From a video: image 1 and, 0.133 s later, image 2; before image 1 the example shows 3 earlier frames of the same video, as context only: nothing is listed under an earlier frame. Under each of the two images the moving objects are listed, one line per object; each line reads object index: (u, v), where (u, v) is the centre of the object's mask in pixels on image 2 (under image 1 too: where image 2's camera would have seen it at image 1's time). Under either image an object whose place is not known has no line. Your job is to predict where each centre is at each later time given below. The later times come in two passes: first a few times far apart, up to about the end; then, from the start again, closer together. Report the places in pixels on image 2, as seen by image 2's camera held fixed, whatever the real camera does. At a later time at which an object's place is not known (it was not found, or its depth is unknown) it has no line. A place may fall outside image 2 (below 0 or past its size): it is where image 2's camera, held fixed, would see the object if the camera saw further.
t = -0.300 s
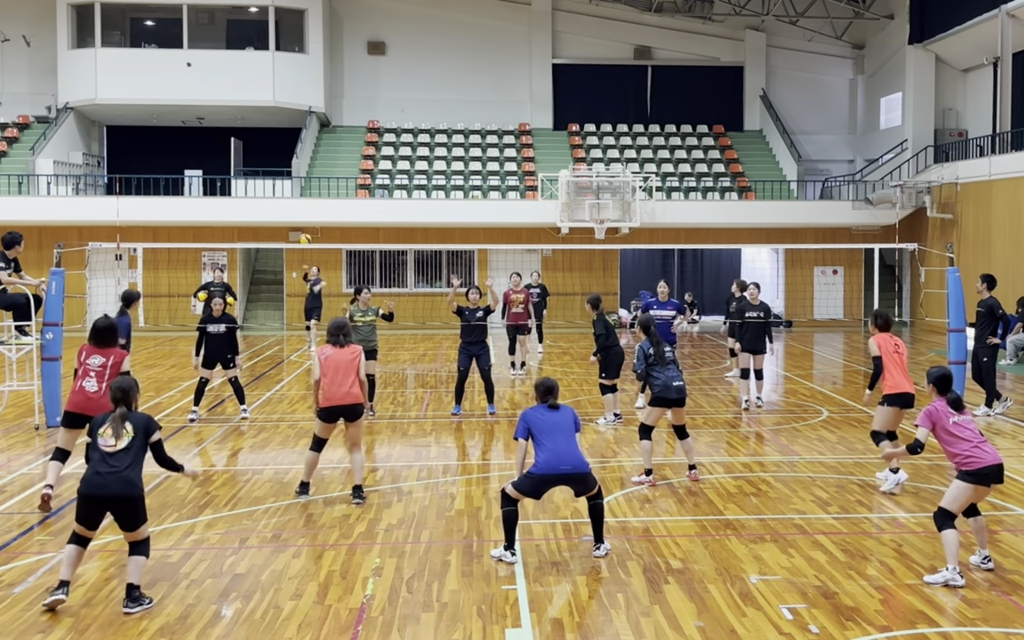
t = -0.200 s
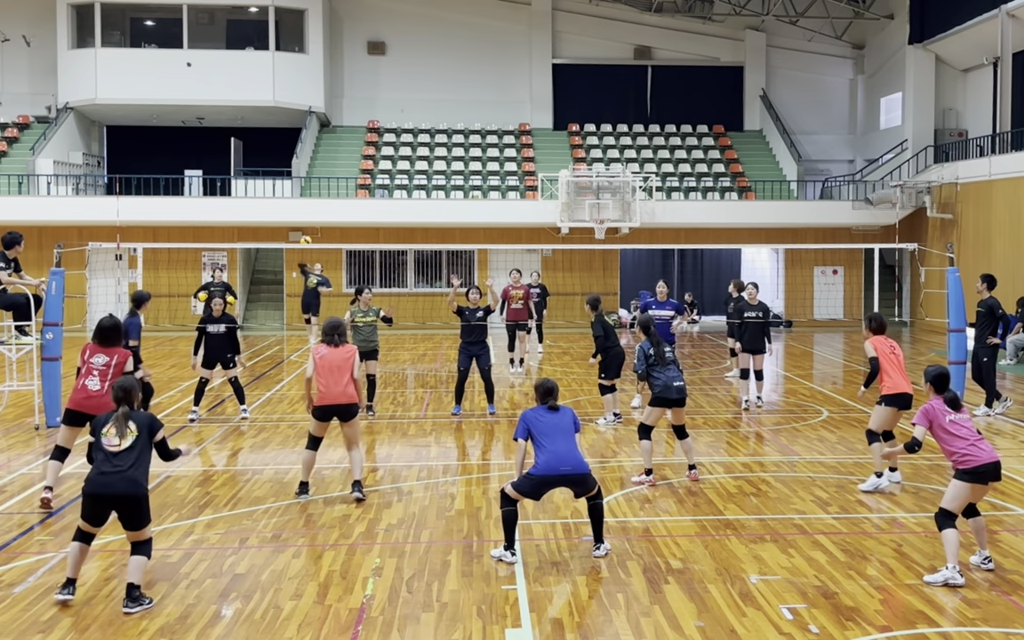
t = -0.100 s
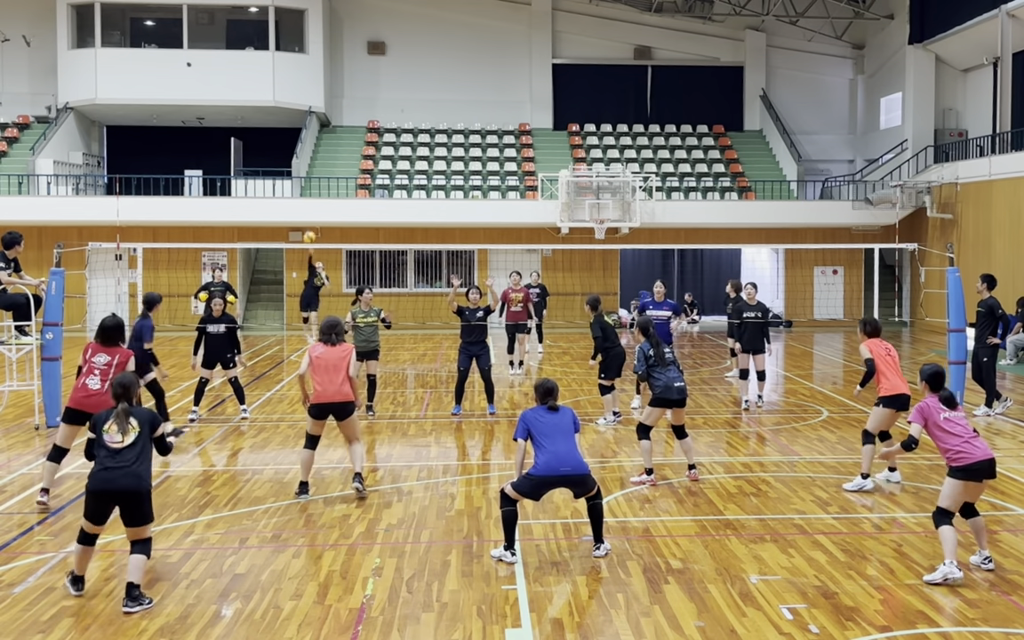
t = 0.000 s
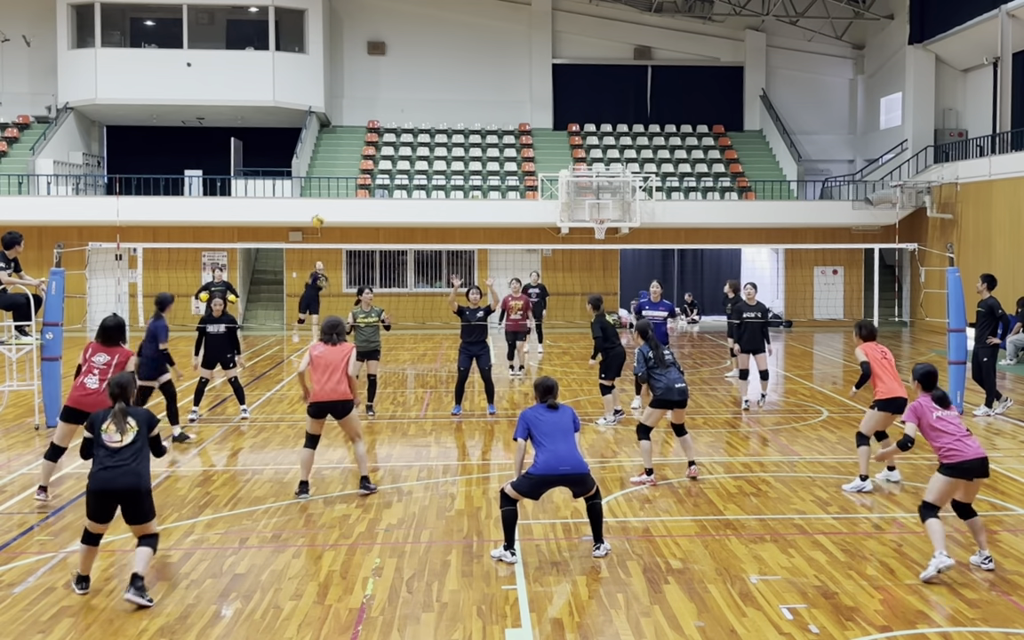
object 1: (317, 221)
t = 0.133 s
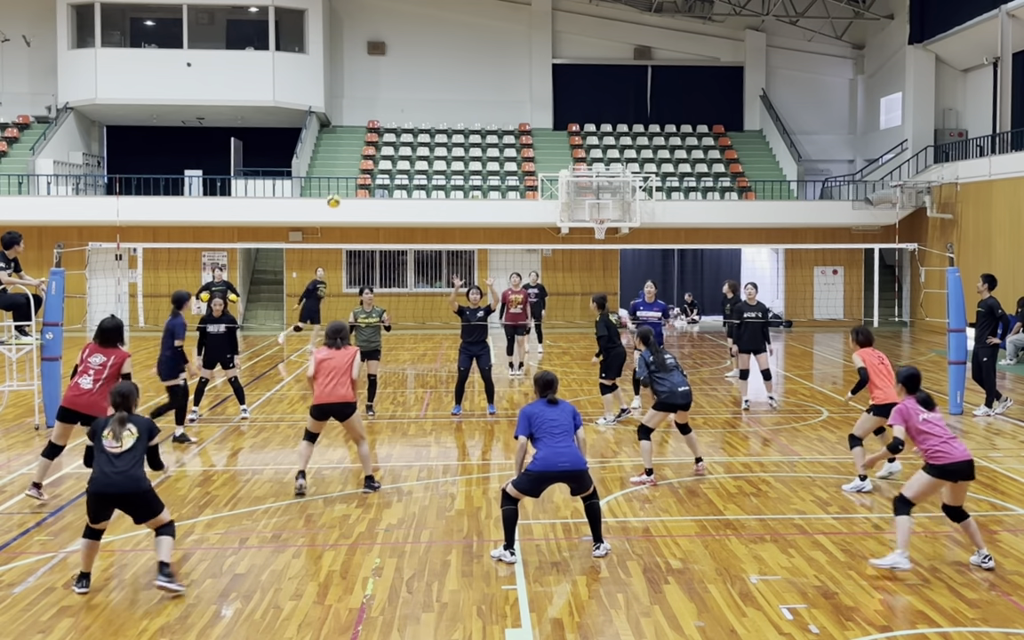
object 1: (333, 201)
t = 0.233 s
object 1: (348, 191)
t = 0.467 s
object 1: (389, 177)
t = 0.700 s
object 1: (439, 193)
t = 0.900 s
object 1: (491, 265)
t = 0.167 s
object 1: (338, 197)
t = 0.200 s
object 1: (343, 193)
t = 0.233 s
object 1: (348, 191)
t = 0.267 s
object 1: (353, 187)
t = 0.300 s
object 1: (359, 184)
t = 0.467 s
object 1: (389, 177)
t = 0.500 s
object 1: (396, 177)
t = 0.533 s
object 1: (402, 178)
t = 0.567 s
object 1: (409, 178)
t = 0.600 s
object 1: (416, 180)
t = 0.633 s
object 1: (424, 183)
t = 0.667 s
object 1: (431, 187)
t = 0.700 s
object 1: (439, 193)
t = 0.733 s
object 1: (447, 200)
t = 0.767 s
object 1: (455, 210)
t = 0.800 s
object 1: (465, 223)
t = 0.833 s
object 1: (473, 233)
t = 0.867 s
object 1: (482, 249)
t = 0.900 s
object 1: (491, 265)
